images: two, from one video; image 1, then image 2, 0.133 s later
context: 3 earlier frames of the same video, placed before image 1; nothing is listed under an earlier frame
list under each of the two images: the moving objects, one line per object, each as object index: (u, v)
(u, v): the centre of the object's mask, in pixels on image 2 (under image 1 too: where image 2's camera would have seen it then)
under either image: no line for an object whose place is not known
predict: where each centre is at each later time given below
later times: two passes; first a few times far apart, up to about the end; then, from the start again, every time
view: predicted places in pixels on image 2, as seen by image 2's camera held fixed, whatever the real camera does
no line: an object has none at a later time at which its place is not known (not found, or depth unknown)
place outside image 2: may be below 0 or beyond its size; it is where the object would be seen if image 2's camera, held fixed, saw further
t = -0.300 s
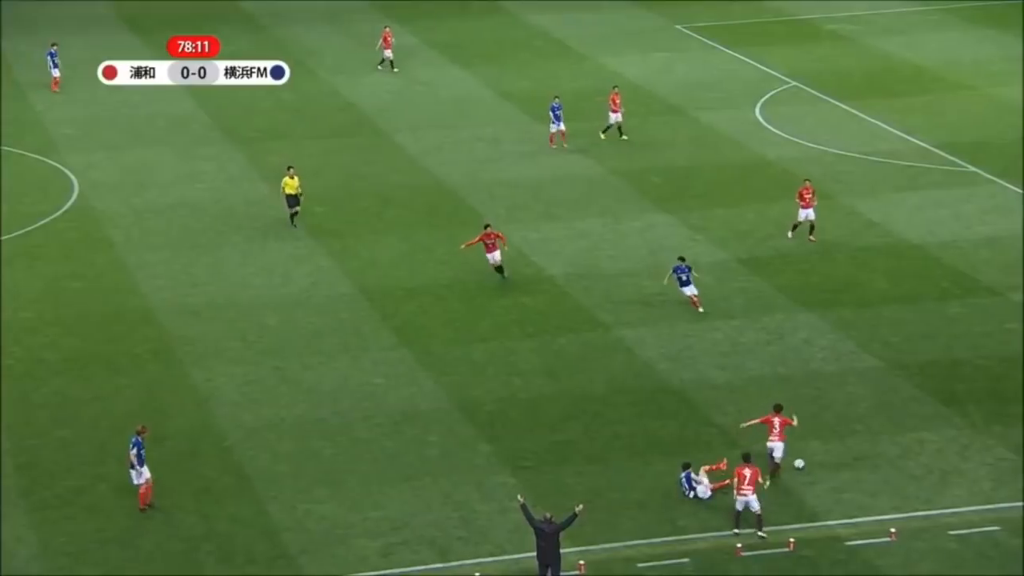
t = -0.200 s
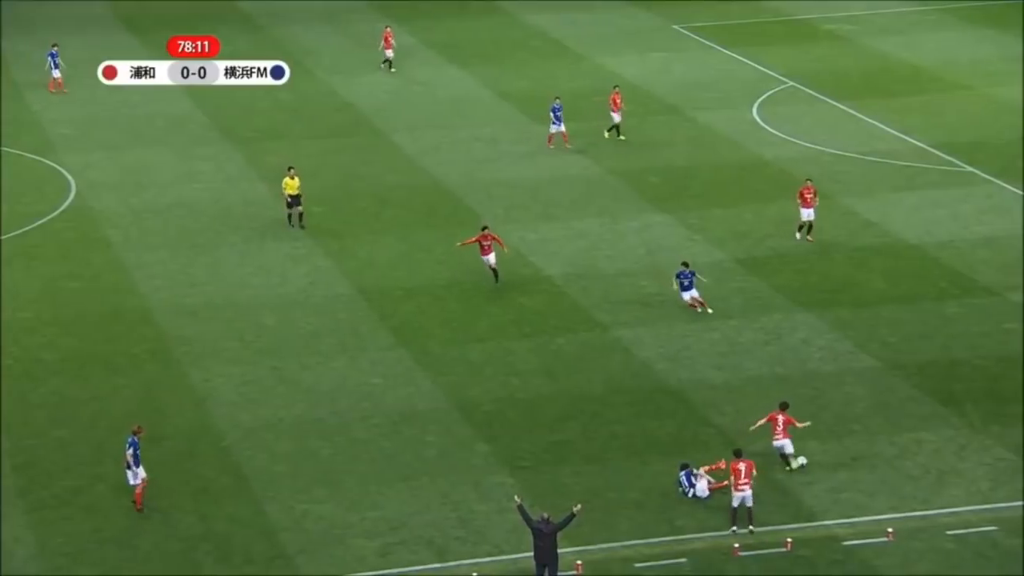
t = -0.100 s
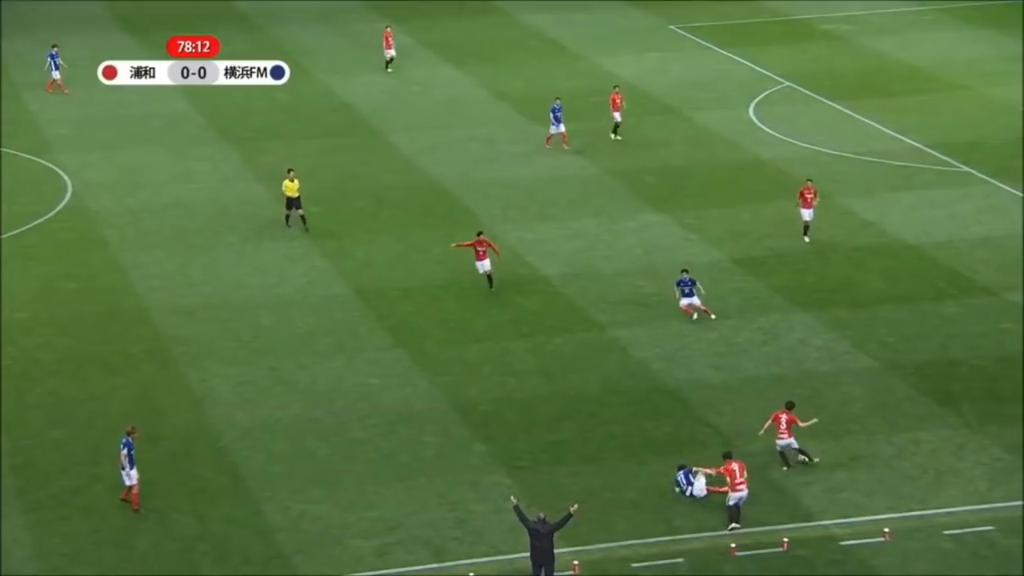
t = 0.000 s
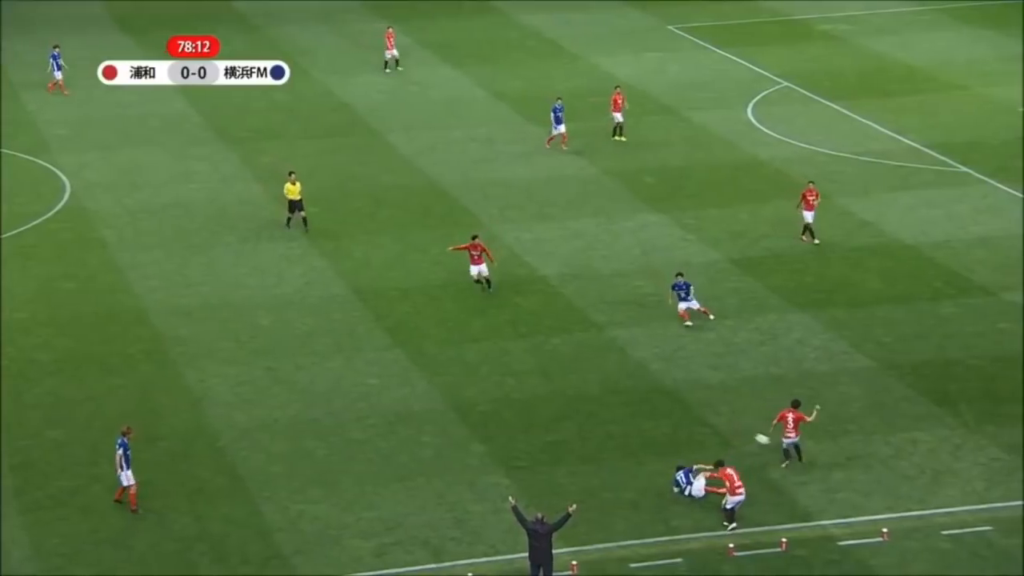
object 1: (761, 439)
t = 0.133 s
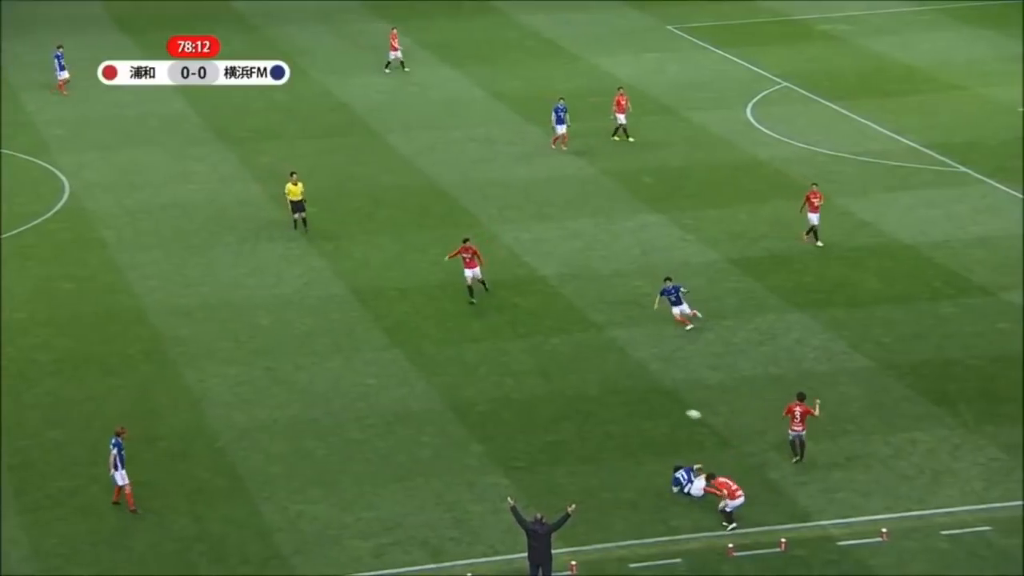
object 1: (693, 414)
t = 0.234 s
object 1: (645, 401)
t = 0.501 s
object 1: (535, 369)
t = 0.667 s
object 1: (475, 355)
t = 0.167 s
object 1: (676, 409)
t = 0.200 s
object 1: (661, 405)
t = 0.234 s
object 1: (645, 401)
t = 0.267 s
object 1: (630, 397)
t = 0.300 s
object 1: (615, 394)
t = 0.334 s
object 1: (600, 391)
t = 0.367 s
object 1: (587, 386)
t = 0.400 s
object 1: (574, 381)
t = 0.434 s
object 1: (562, 377)
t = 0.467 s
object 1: (548, 373)
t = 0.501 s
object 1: (535, 369)
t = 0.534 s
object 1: (523, 366)
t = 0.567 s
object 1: (511, 364)
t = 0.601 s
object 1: (498, 362)
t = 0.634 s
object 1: (486, 359)
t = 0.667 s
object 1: (475, 355)
